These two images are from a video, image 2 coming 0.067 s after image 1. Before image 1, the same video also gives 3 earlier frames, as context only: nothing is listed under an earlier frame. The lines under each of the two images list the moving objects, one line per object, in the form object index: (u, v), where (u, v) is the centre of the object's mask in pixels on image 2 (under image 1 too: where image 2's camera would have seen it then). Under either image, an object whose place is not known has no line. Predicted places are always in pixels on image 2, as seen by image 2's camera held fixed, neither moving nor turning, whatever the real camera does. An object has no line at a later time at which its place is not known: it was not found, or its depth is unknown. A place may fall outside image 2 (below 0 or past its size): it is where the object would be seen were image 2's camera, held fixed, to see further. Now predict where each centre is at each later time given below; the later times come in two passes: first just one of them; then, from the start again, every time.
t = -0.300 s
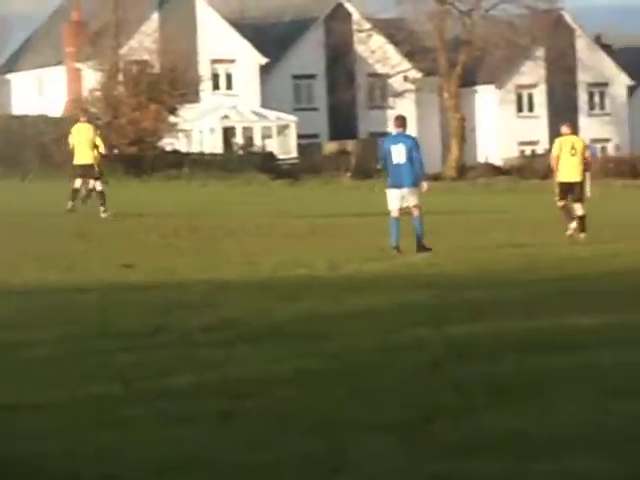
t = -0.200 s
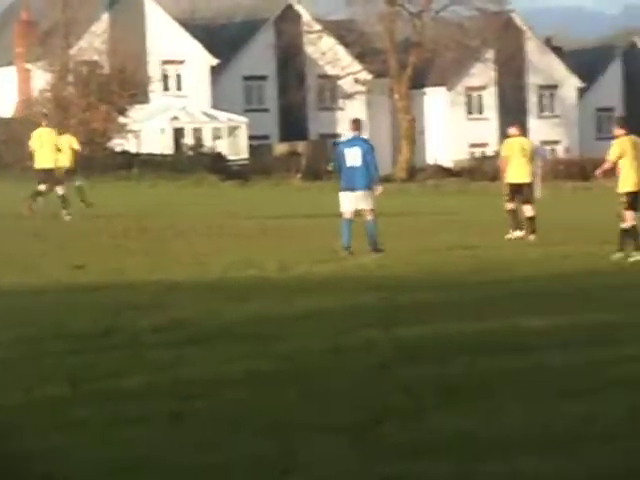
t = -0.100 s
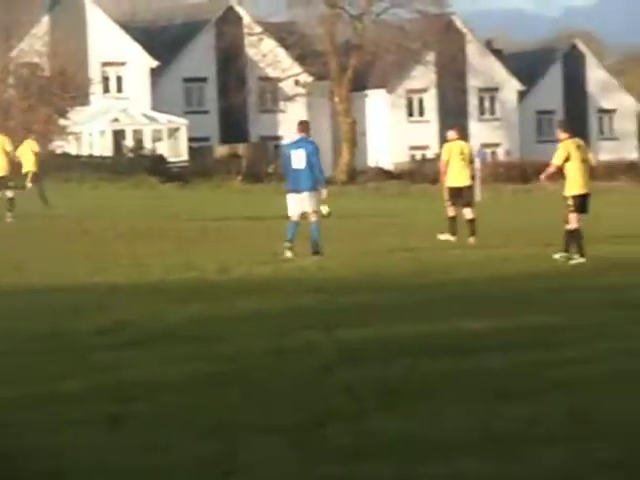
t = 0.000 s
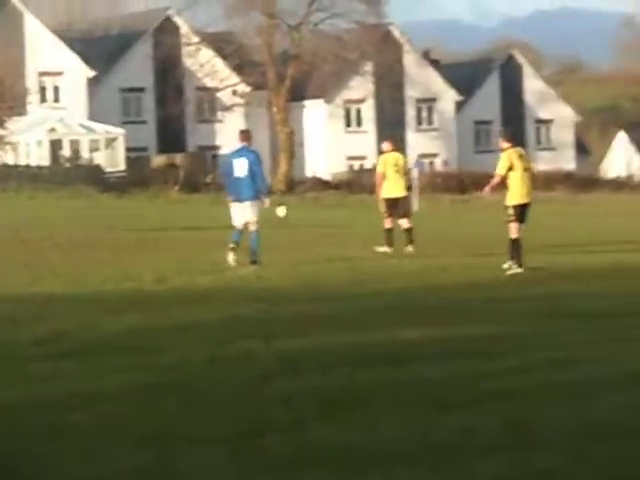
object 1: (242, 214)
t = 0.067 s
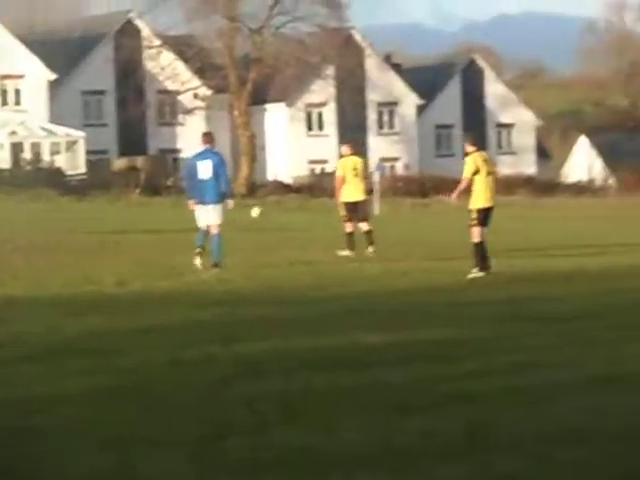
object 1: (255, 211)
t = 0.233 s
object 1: (287, 215)
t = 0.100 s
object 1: (262, 211)
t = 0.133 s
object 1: (268, 211)
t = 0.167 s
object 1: (274, 211)
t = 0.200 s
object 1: (281, 213)
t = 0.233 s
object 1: (287, 215)
